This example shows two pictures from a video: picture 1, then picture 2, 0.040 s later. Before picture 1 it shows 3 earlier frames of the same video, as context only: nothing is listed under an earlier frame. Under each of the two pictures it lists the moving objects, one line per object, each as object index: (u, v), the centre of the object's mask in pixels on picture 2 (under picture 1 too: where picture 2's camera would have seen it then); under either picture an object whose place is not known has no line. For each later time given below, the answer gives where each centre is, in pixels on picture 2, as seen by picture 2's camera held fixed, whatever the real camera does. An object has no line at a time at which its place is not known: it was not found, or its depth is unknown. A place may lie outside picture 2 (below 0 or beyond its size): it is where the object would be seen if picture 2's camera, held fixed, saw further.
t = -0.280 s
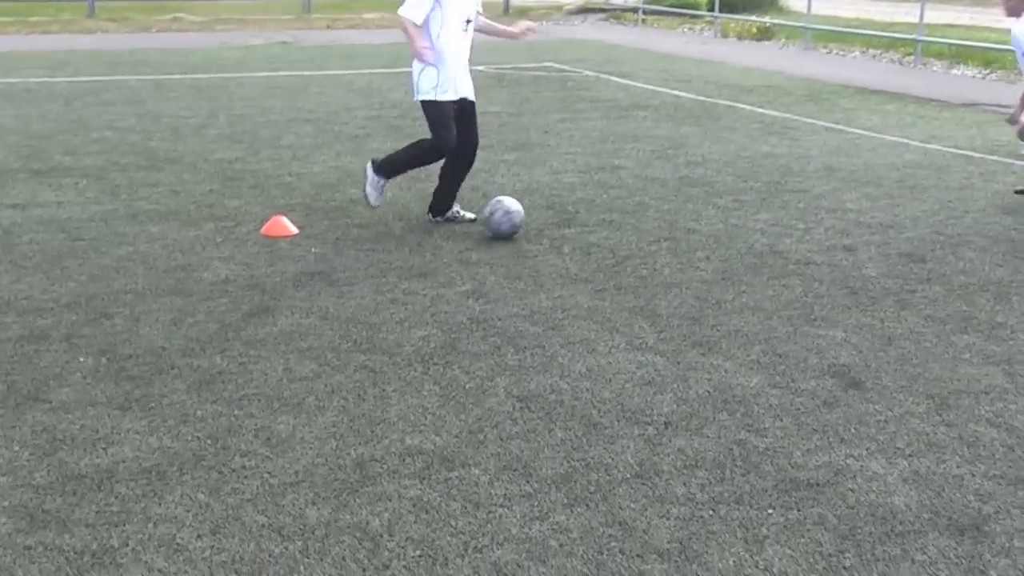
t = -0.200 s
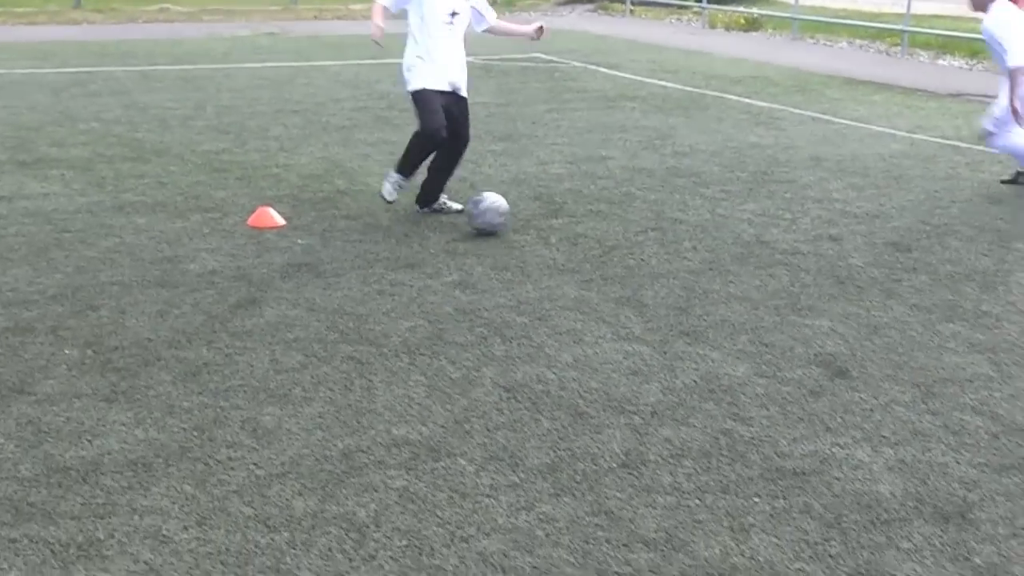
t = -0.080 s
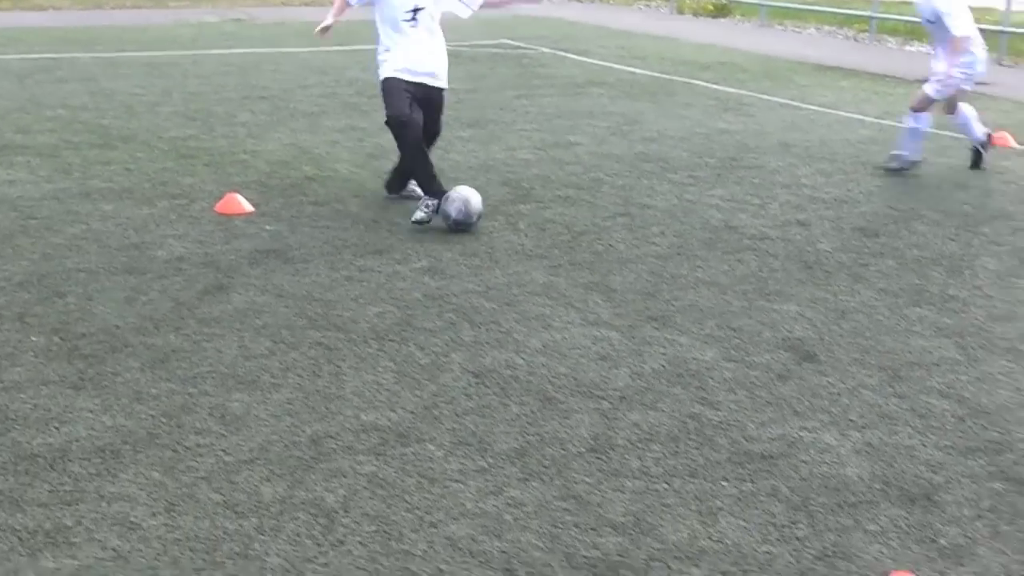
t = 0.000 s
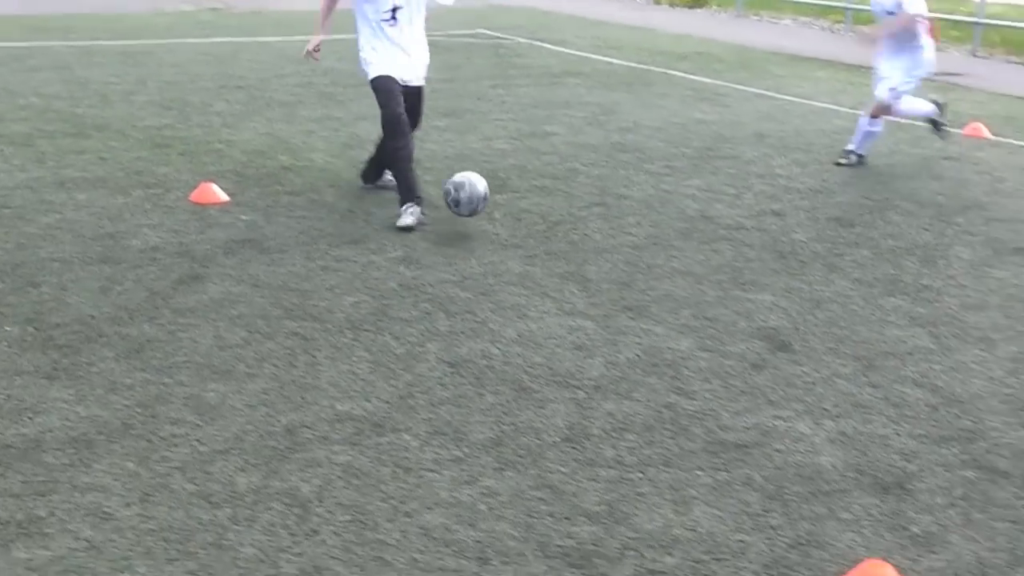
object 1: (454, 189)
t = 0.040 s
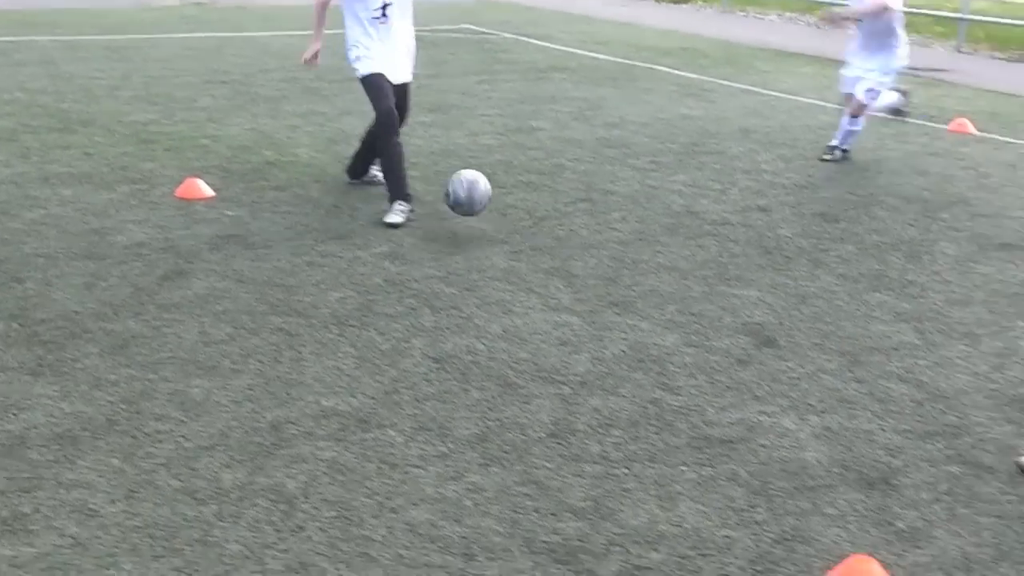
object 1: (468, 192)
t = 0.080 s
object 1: (482, 199)
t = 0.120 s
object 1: (498, 209)
